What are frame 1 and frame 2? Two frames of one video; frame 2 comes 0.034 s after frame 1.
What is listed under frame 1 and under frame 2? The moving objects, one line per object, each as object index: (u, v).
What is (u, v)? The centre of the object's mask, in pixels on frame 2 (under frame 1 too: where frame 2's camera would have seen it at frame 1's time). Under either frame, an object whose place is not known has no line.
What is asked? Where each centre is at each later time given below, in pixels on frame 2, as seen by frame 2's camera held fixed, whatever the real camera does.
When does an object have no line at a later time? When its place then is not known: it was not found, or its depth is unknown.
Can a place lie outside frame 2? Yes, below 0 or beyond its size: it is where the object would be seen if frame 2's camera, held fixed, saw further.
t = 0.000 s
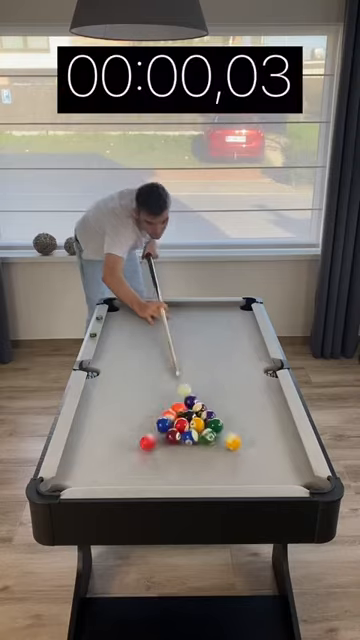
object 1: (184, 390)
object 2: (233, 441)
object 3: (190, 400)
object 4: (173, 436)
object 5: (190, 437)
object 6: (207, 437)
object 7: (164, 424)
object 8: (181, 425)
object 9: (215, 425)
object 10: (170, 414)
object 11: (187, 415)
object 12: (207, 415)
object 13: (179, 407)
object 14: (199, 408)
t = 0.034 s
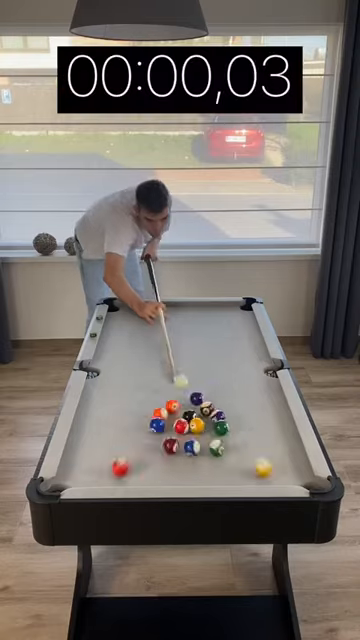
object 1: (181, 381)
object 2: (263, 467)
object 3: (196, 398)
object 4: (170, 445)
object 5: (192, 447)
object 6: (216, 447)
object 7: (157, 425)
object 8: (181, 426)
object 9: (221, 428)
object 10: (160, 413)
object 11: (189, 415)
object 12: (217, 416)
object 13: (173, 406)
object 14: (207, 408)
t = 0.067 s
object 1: (177, 375)
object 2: (285, 476)
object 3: (202, 395)
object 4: (169, 454)
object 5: (193, 457)
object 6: (226, 459)
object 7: (152, 425)
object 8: (180, 427)
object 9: (225, 429)
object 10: (152, 412)
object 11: (189, 415)
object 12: (226, 416)
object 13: (167, 403)
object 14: (213, 407)
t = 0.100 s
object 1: (174, 373)
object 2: (293, 461)
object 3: (207, 393)
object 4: (168, 461)
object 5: (194, 467)
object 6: (234, 469)
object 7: (147, 425)
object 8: (180, 428)
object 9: (231, 431)
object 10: (145, 411)
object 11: (189, 415)
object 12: (234, 417)
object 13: (162, 401)
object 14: (219, 405)
